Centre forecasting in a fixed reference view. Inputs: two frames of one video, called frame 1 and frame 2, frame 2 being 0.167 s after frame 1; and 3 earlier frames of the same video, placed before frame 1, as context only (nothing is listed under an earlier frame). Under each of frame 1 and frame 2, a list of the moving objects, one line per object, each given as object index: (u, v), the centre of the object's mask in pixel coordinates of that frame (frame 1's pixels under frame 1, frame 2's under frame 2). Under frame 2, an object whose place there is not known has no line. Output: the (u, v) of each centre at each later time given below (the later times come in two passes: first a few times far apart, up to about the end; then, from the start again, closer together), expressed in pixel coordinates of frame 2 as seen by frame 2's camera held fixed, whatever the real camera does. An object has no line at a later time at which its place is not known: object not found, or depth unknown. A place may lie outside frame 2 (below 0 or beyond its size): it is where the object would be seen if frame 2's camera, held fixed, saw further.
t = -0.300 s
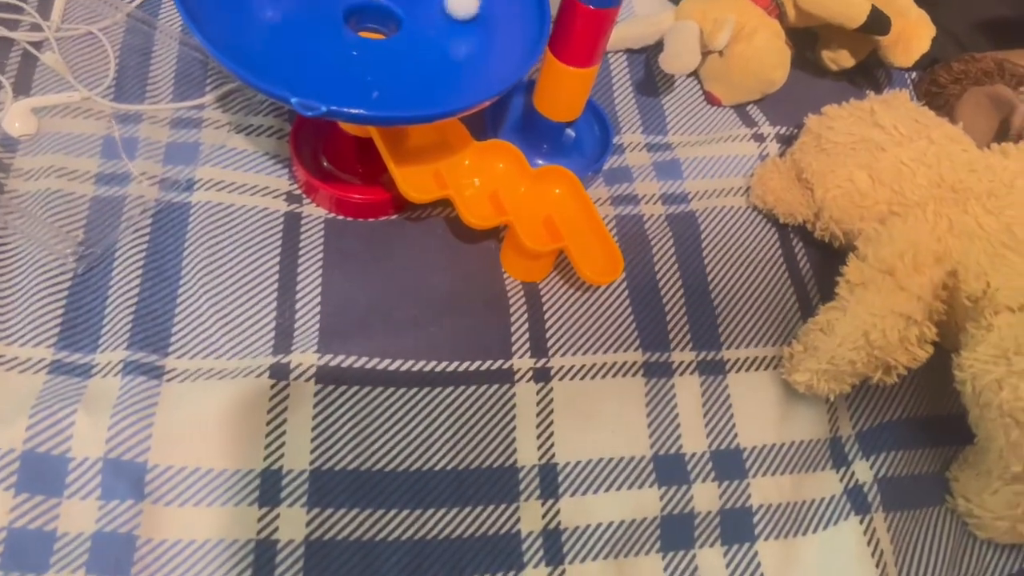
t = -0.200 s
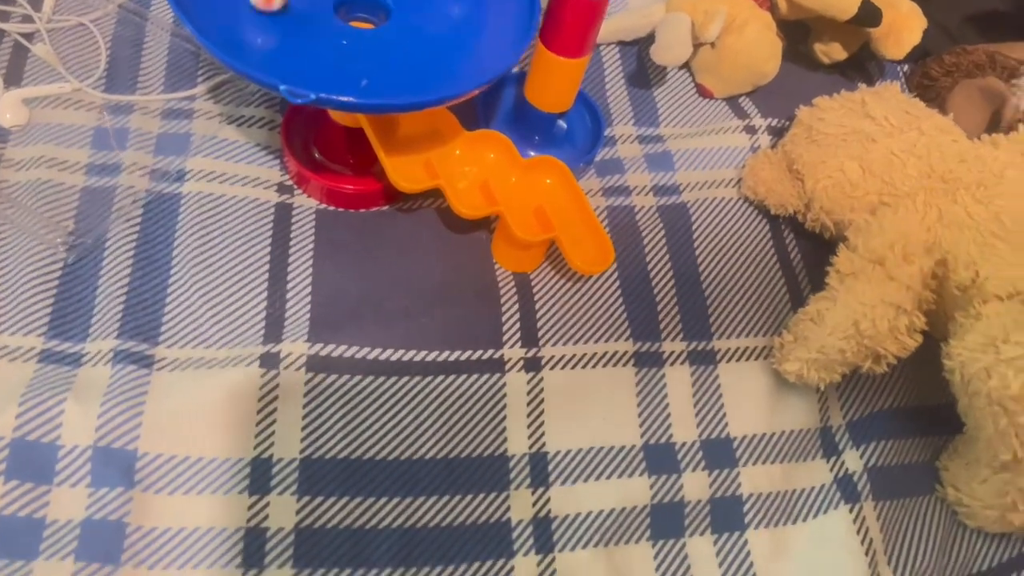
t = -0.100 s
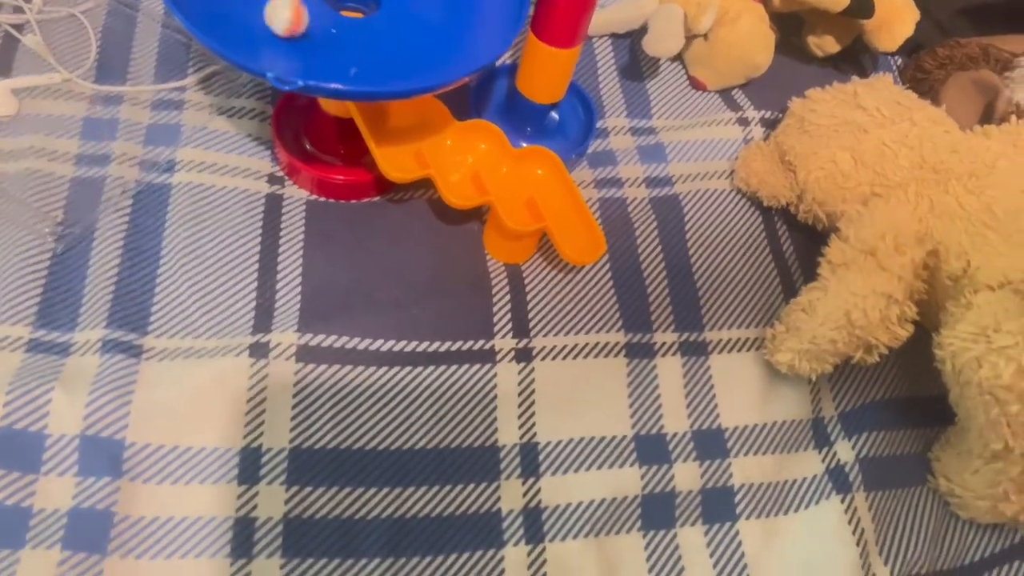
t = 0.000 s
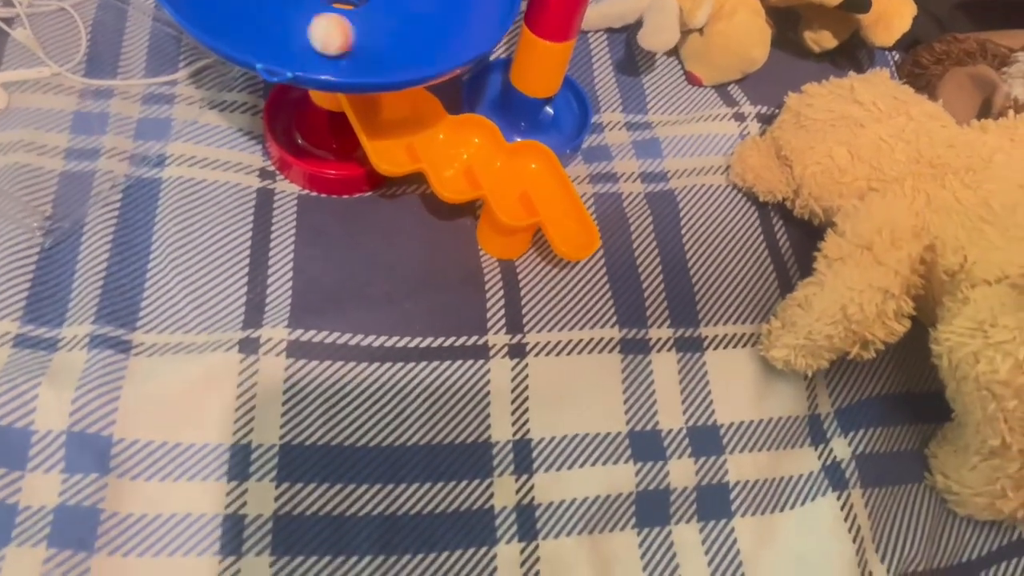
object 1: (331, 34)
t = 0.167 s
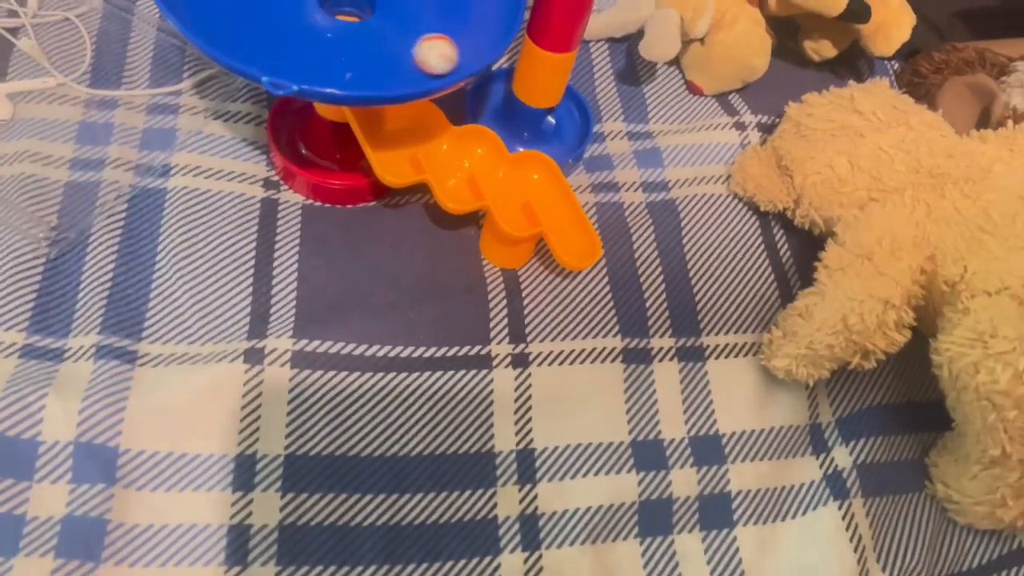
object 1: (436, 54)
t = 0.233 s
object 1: (465, 45)
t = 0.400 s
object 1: (492, 3)
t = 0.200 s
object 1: (452, 50)
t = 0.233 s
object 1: (465, 45)
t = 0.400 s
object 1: (492, 3)
